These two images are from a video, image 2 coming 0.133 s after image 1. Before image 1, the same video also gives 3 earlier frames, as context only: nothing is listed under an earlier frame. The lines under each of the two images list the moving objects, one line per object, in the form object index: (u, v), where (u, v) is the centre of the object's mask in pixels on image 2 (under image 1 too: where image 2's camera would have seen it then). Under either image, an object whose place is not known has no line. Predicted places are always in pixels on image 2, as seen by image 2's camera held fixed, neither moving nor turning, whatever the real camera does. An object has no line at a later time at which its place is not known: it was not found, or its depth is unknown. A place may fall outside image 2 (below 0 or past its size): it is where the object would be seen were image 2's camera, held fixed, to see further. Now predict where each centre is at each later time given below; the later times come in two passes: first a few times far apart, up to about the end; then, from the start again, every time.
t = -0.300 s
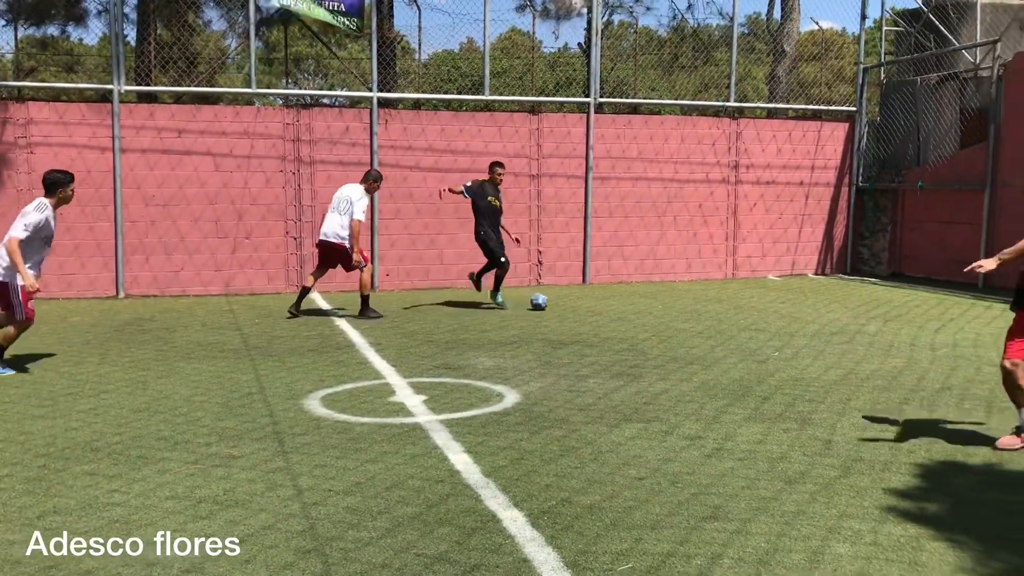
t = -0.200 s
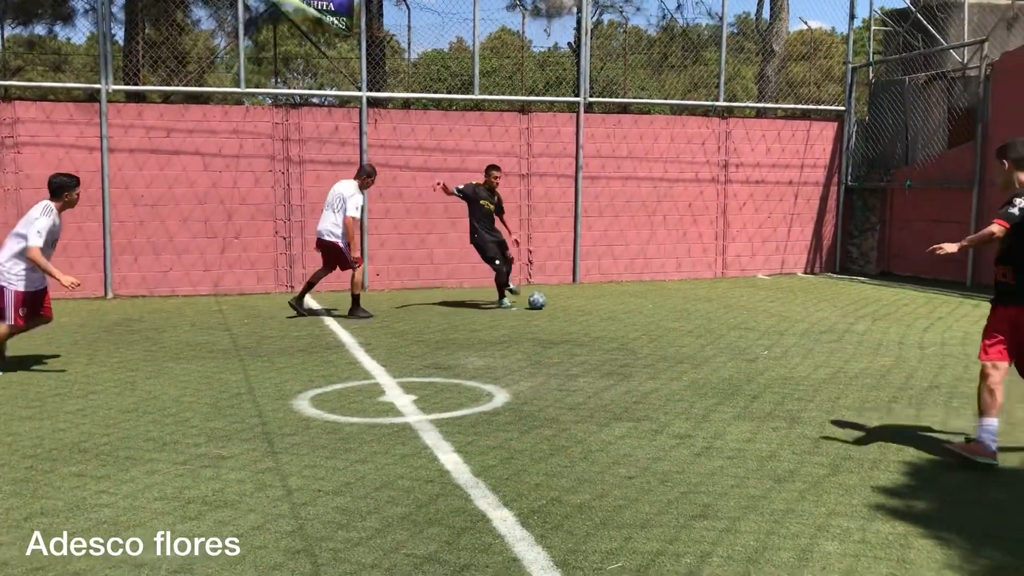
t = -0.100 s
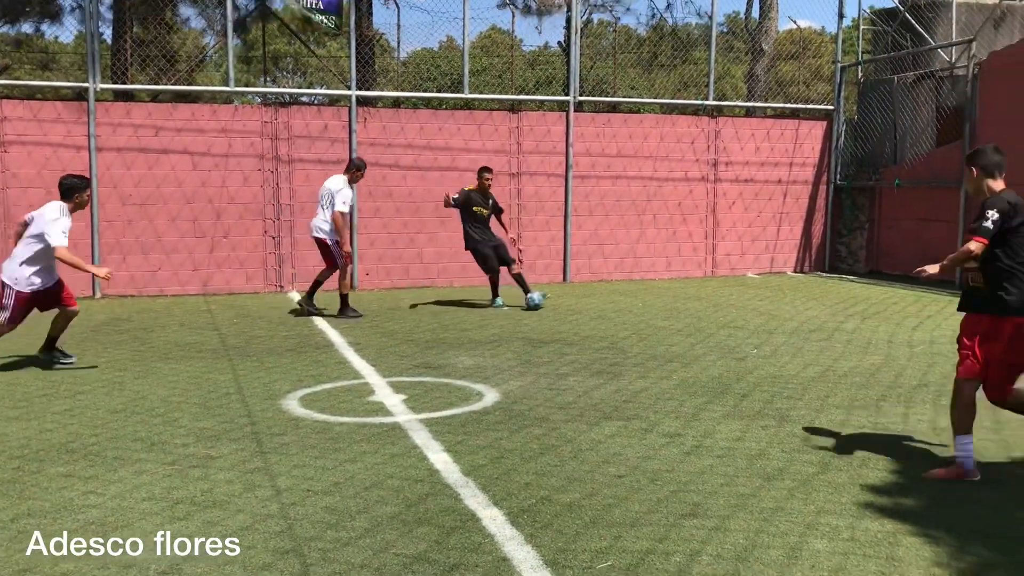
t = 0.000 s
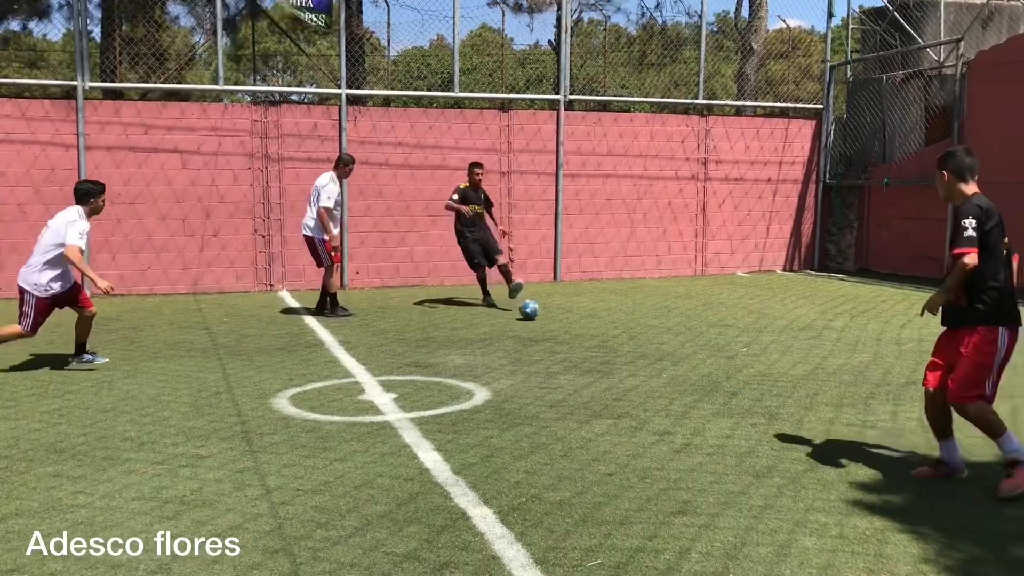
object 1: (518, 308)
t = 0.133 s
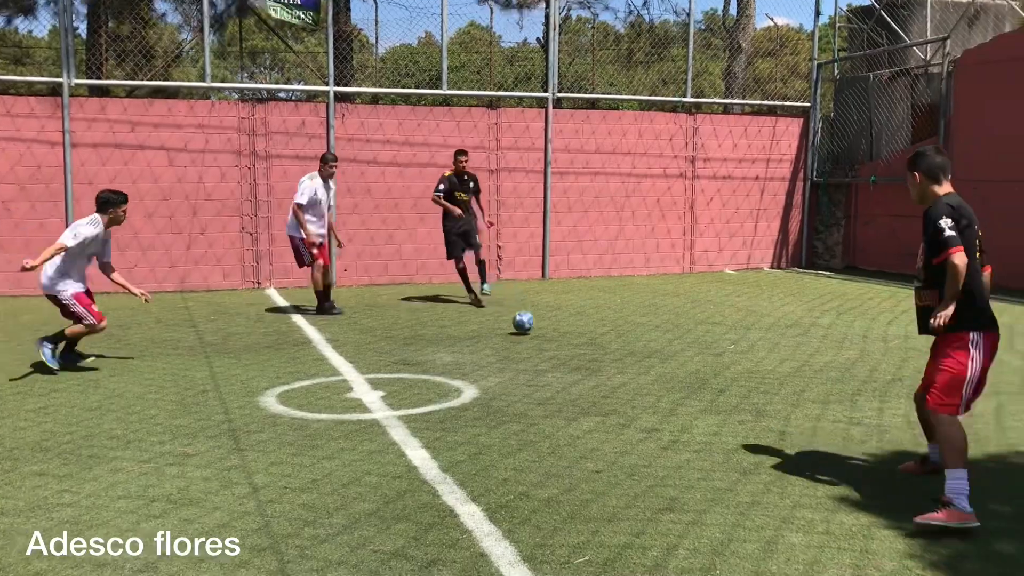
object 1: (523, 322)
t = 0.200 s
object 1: (526, 334)
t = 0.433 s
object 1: (535, 368)
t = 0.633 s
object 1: (544, 402)
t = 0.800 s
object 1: (554, 443)
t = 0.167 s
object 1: (525, 329)
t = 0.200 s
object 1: (526, 334)
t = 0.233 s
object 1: (527, 338)
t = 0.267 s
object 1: (529, 343)
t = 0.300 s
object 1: (530, 348)
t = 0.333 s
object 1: (531, 353)
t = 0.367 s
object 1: (533, 358)
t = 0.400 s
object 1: (534, 363)
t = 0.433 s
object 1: (535, 368)
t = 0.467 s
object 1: (537, 374)
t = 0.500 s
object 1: (538, 379)
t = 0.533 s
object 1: (539, 386)
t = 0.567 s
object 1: (541, 390)
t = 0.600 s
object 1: (543, 395)
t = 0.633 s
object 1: (544, 402)
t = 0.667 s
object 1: (547, 409)
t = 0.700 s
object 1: (548, 419)
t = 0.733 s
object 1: (550, 425)
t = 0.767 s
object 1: (552, 433)
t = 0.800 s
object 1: (554, 443)
